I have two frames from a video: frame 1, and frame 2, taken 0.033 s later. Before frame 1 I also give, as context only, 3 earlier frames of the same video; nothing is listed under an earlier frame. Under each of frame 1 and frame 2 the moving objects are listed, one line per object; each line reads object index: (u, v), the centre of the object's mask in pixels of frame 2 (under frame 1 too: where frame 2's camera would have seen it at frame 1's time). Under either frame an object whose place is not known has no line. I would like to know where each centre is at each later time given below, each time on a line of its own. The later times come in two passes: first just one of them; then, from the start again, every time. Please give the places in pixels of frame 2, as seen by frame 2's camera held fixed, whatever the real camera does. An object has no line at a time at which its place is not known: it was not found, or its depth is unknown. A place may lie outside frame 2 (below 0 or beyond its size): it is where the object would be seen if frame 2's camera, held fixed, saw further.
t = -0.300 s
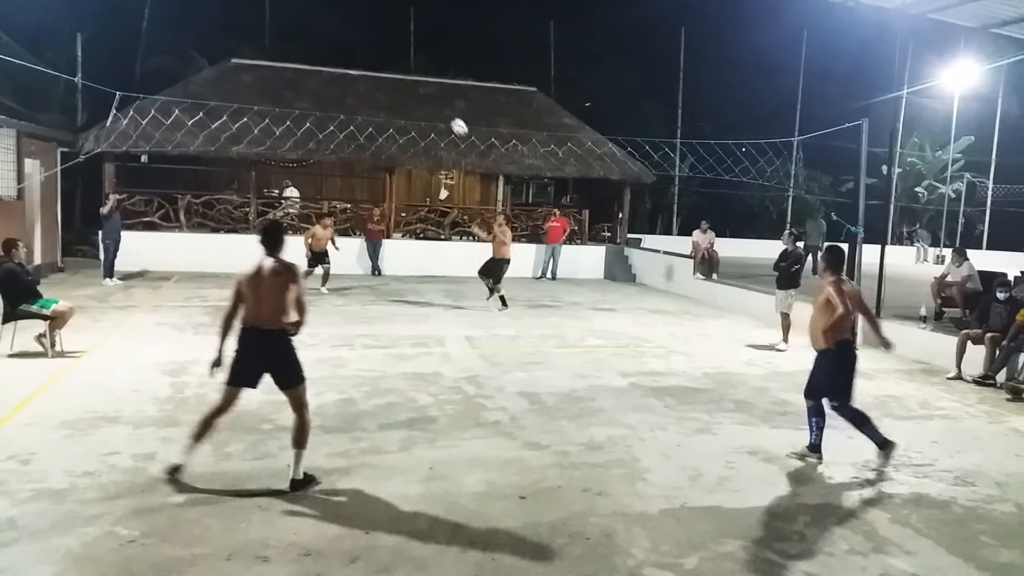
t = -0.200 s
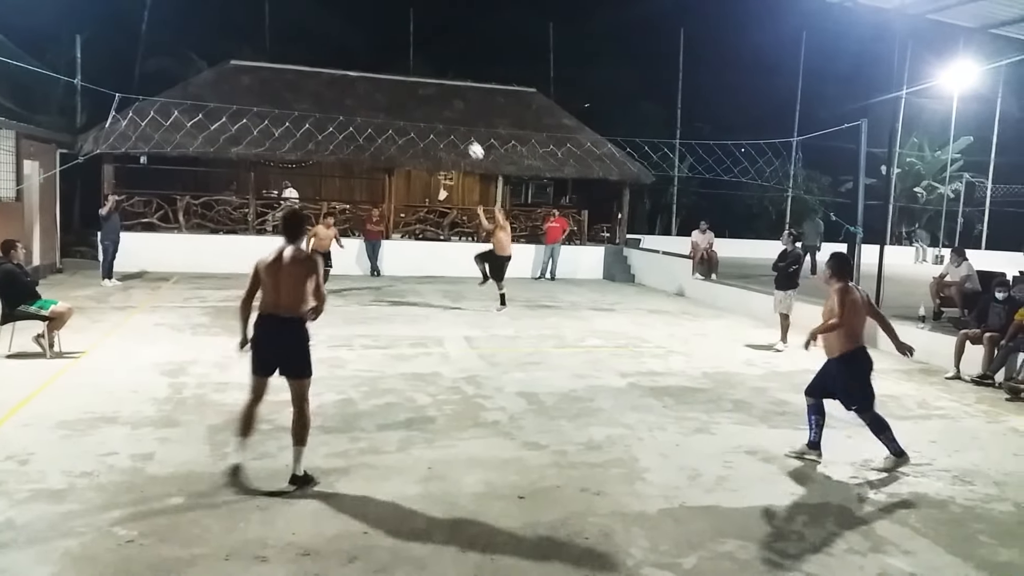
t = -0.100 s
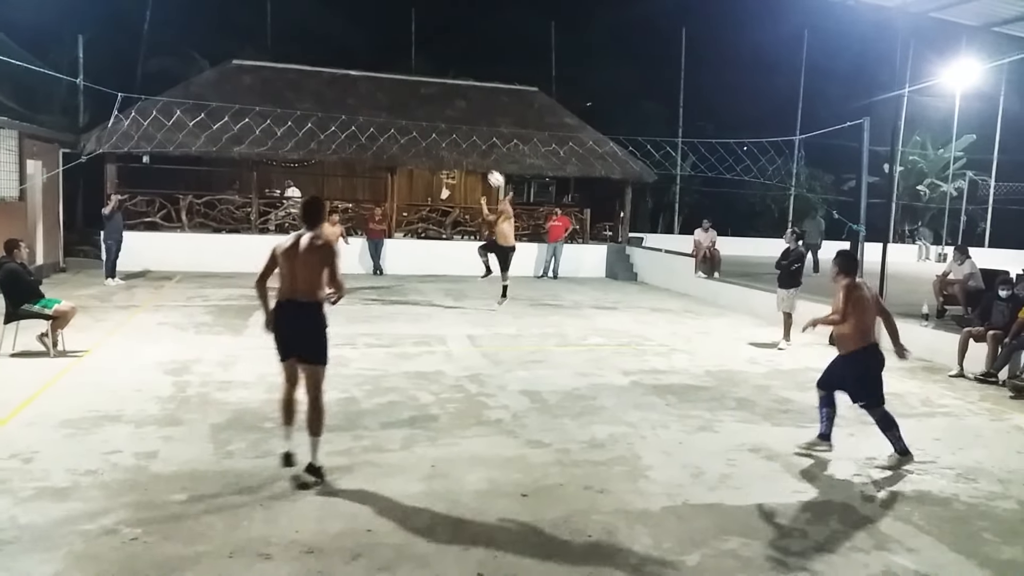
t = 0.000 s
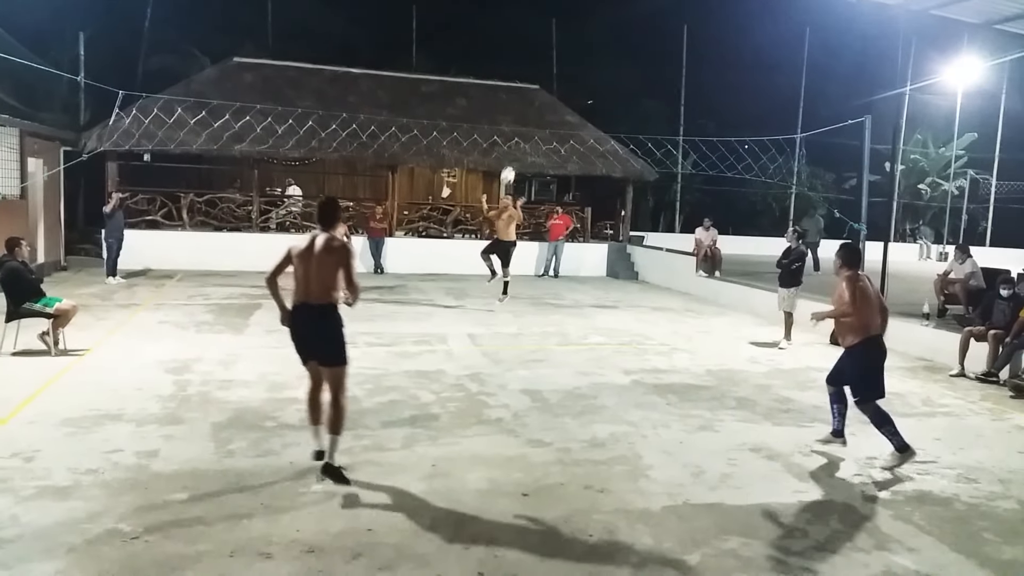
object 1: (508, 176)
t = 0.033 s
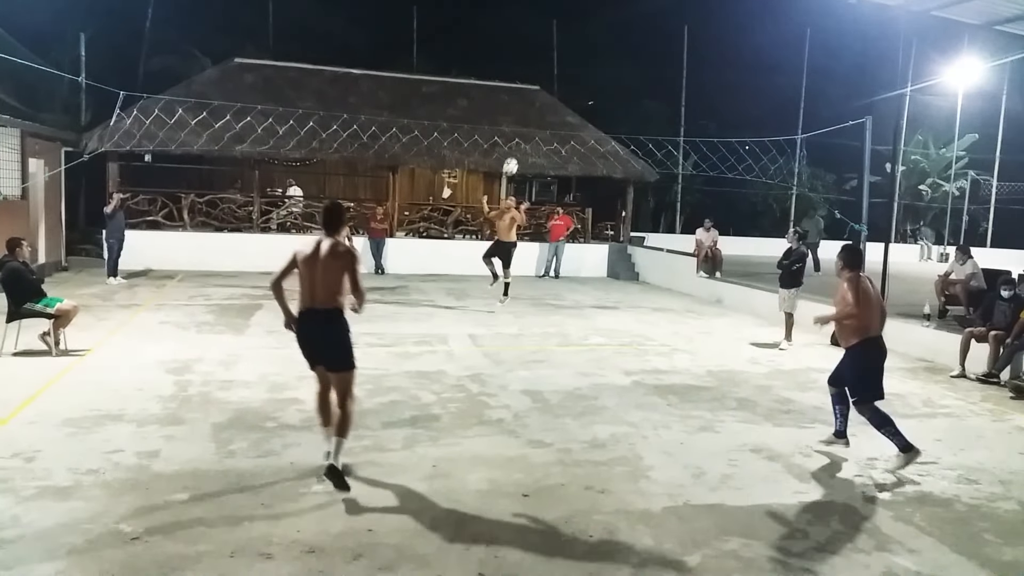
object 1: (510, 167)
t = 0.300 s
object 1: (528, 108)
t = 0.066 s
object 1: (512, 157)
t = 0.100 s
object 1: (515, 149)
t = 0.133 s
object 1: (516, 141)
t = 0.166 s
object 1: (519, 133)
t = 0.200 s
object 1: (521, 126)
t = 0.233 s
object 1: (523, 120)
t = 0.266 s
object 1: (526, 114)
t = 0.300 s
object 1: (528, 108)
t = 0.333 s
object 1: (530, 104)
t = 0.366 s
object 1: (533, 100)
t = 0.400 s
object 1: (535, 96)
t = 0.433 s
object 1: (538, 94)
